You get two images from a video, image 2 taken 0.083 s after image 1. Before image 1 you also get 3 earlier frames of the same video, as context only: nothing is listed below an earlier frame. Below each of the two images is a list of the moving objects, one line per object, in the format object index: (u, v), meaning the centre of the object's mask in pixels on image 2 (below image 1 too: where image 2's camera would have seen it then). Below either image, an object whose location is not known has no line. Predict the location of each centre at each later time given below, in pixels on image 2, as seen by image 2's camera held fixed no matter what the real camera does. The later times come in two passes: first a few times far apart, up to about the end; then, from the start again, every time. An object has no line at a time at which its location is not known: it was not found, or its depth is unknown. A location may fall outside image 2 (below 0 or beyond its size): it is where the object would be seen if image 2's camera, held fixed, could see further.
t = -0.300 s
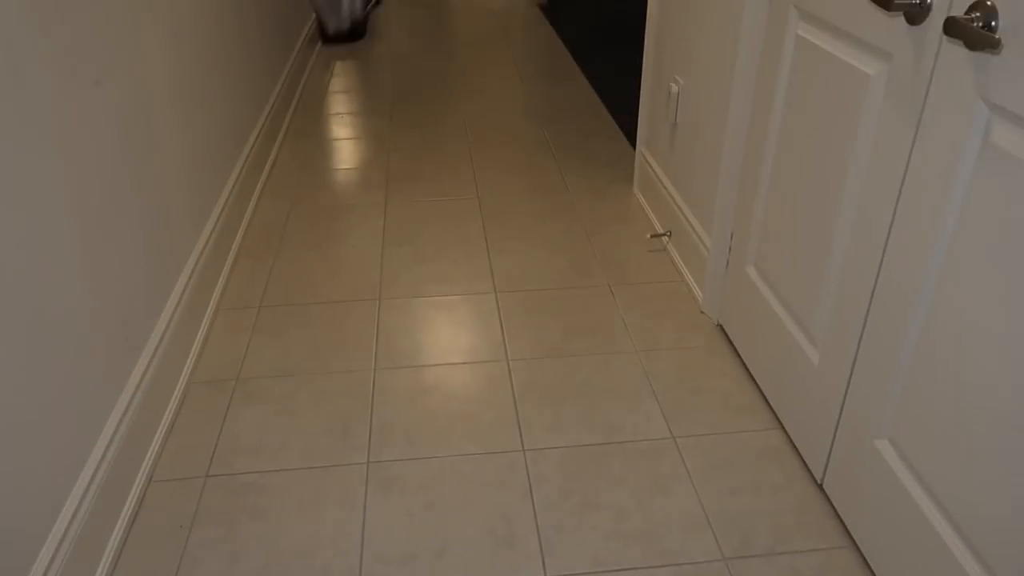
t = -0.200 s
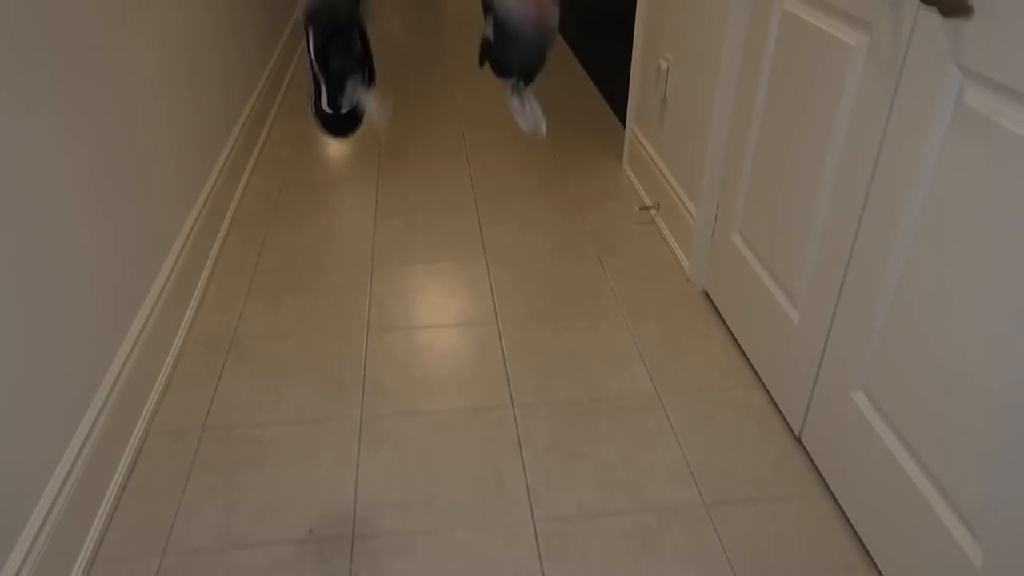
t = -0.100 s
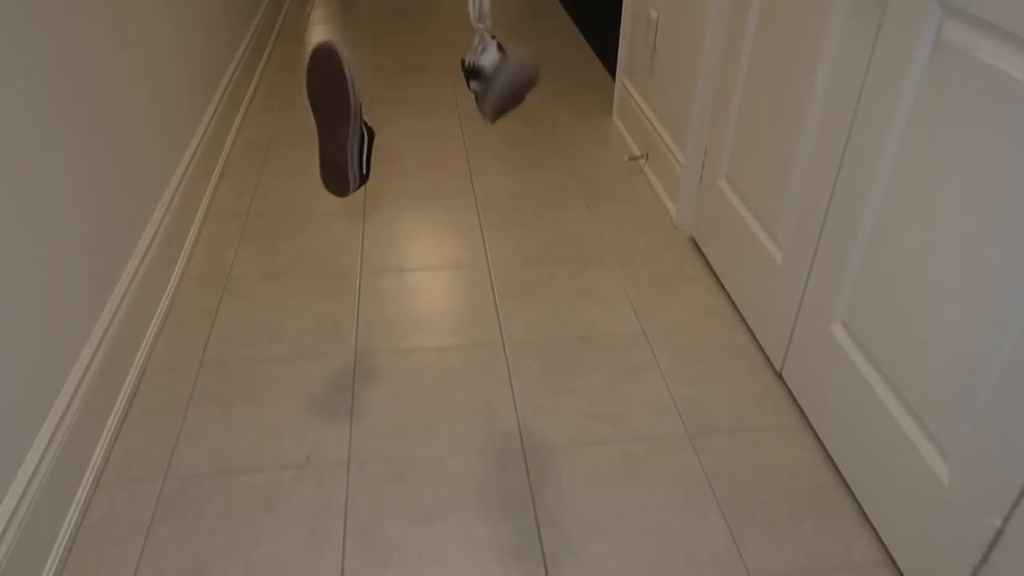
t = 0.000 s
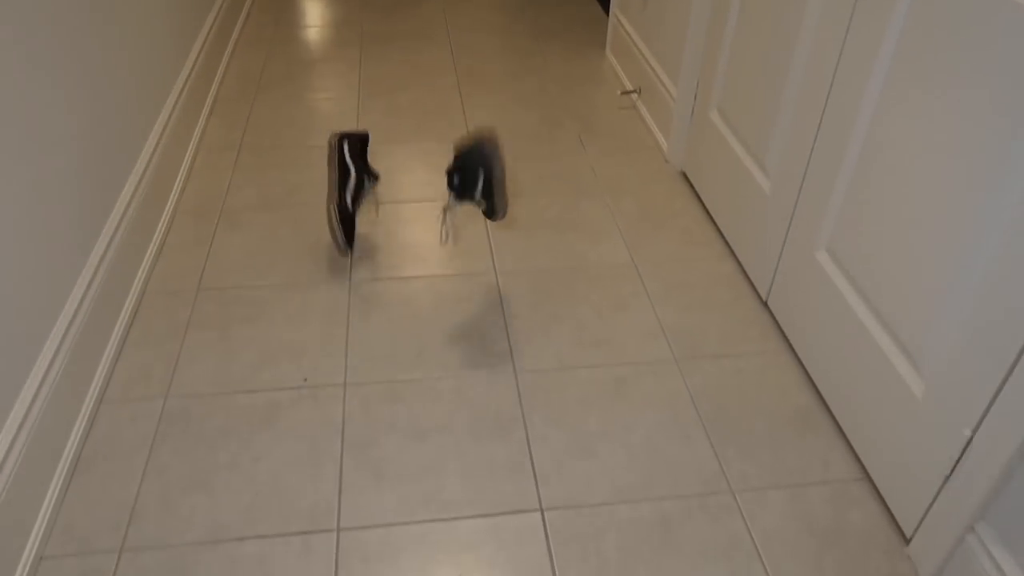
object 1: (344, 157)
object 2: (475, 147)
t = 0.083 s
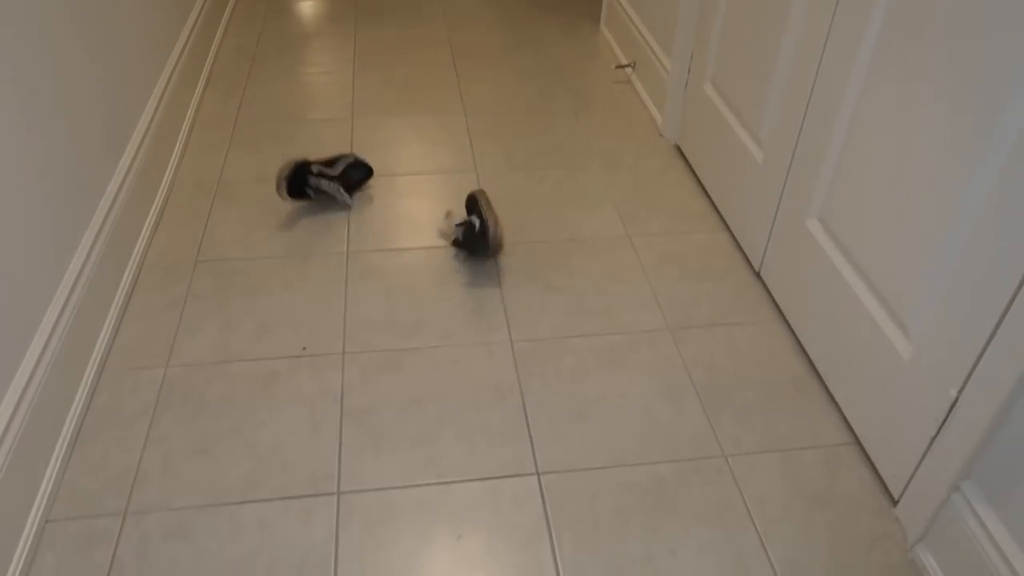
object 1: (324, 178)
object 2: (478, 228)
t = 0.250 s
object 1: (276, 149)
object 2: (492, 149)
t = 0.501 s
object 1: (259, 153)
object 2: (488, 154)
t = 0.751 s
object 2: (508, 138)
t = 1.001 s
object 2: (539, 147)
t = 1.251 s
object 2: (539, 147)
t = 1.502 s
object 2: (538, 147)
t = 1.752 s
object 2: (538, 147)
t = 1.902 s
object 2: (538, 148)
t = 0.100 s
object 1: (317, 173)
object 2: (478, 219)
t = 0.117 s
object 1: (312, 168)
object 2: (479, 208)
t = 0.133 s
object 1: (305, 162)
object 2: (482, 197)
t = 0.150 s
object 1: (299, 158)
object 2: (484, 187)
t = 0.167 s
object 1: (294, 154)
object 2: (485, 179)
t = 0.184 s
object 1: (289, 152)
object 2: (487, 171)
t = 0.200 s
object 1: (286, 152)
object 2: (488, 164)
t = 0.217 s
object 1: (282, 152)
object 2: (489, 158)
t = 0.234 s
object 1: (279, 152)
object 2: (491, 153)
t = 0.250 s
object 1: (276, 149)
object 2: (492, 149)
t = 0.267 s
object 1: (274, 148)
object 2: (493, 146)
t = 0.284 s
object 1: (272, 148)
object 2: (494, 144)
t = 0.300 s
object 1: (270, 148)
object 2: (494, 142)
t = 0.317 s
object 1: (267, 150)
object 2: (493, 142)
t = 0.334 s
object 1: (266, 151)
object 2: (491, 144)
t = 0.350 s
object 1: (264, 152)
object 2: (488, 148)
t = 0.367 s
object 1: (263, 151)
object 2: (486, 149)
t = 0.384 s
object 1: (262, 153)
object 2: (484, 150)
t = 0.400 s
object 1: (263, 154)
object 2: (483, 151)
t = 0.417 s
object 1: (263, 154)
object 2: (483, 154)
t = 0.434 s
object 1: (262, 153)
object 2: (484, 156)
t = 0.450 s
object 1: (260, 153)
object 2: (485, 158)
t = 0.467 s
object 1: (260, 153)
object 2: (487, 157)
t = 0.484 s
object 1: (260, 153)
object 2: (487, 156)
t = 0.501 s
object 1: (259, 153)
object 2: (488, 154)
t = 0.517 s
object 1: (259, 152)
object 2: (489, 152)
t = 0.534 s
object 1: (259, 152)
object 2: (488, 150)
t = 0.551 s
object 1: (259, 152)
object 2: (489, 149)
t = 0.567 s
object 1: (259, 152)
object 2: (489, 148)
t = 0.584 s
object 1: (259, 152)
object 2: (490, 146)
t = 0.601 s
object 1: (259, 152)
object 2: (490, 146)
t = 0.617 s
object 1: (259, 152)
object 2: (491, 144)
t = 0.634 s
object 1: (259, 152)
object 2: (493, 144)
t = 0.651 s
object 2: (494, 143)
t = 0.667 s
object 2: (496, 142)
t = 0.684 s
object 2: (500, 140)
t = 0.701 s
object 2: (502, 140)
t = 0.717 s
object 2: (503, 139)
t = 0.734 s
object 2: (506, 138)
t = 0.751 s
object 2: (508, 138)
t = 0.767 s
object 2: (509, 138)
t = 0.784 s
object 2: (511, 138)
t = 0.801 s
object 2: (511, 139)
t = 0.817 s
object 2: (513, 138)
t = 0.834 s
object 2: (515, 139)
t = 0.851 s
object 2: (517, 139)
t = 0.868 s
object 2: (522, 139)
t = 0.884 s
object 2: (525, 140)
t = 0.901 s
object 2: (529, 143)
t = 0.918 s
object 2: (532, 145)
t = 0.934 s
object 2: (536, 147)
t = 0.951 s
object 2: (538, 148)
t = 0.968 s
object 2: (538, 147)
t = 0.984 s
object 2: (539, 147)
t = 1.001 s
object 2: (539, 147)
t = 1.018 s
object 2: (539, 148)
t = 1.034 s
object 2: (539, 147)
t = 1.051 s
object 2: (539, 147)
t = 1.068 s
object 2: (539, 147)
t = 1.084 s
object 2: (539, 147)
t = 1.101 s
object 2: (539, 148)
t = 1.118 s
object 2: (539, 148)
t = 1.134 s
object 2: (539, 148)
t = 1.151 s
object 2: (539, 148)
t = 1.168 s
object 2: (539, 147)
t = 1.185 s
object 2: (539, 147)
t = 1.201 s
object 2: (539, 147)
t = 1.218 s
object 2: (539, 147)
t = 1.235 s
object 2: (539, 147)
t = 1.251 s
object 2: (539, 147)
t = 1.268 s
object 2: (539, 147)
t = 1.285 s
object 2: (539, 147)
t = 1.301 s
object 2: (538, 147)
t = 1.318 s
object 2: (538, 147)
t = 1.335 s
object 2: (538, 147)
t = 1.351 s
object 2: (538, 147)
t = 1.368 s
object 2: (538, 147)
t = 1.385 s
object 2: (538, 147)
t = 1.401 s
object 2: (538, 147)
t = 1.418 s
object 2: (539, 148)
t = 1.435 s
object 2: (538, 147)
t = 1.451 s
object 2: (538, 147)
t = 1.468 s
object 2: (538, 148)
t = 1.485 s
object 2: (538, 147)
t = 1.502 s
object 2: (538, 147)
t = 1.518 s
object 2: (538, 147)
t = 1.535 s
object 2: (538, 147)
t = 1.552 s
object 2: (538, 147)
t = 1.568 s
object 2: (538, 147)
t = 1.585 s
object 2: (538, 147)
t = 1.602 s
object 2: (538, 147)
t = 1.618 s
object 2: (538, 147)
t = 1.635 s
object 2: (538, 148)
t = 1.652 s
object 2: (538, 147)
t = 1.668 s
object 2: (538, 147)
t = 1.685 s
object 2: (538, 147)
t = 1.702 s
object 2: (538, 148)
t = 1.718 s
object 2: (538, 148)
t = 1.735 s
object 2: (538, 147)
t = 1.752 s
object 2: (538, 147)
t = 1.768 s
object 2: (538, 148)
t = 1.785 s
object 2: (538, 147)
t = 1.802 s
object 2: (538, 147)
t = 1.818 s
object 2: (538, 147)
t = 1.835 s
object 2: (538, 147)
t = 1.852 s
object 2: (538, 147)
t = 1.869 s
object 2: (538, 148)
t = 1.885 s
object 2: (538, 147)
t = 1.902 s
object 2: (538, 148)
